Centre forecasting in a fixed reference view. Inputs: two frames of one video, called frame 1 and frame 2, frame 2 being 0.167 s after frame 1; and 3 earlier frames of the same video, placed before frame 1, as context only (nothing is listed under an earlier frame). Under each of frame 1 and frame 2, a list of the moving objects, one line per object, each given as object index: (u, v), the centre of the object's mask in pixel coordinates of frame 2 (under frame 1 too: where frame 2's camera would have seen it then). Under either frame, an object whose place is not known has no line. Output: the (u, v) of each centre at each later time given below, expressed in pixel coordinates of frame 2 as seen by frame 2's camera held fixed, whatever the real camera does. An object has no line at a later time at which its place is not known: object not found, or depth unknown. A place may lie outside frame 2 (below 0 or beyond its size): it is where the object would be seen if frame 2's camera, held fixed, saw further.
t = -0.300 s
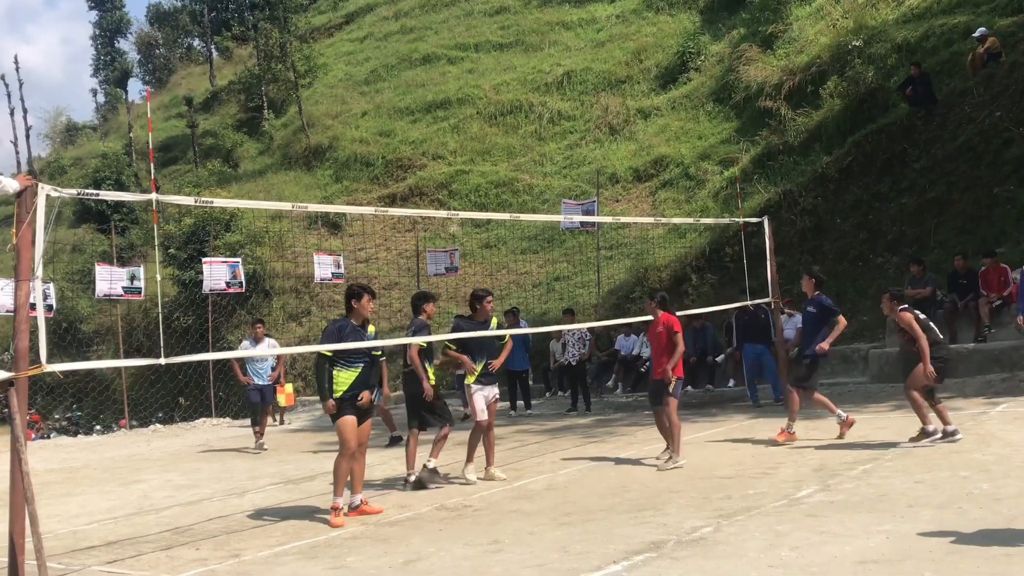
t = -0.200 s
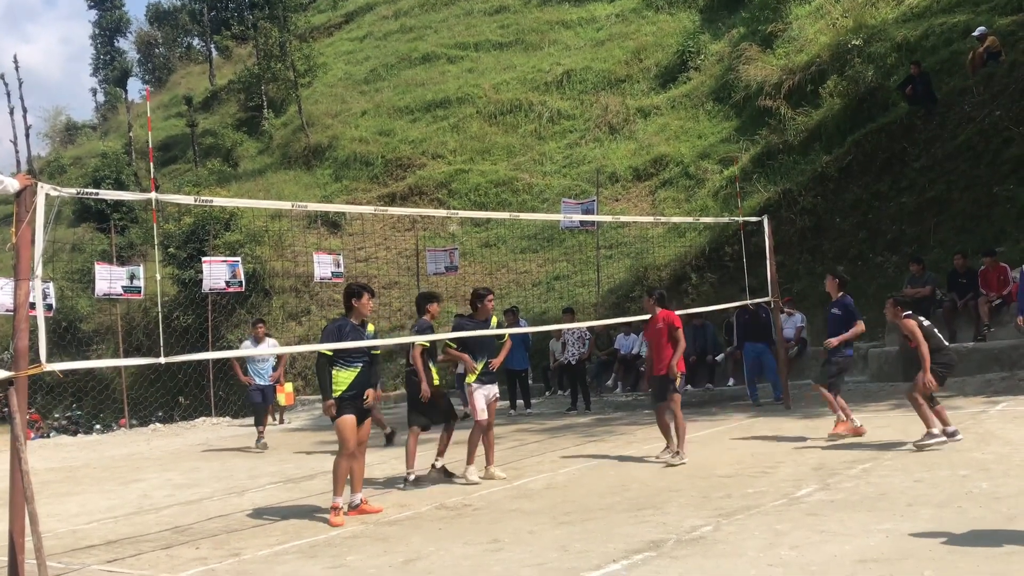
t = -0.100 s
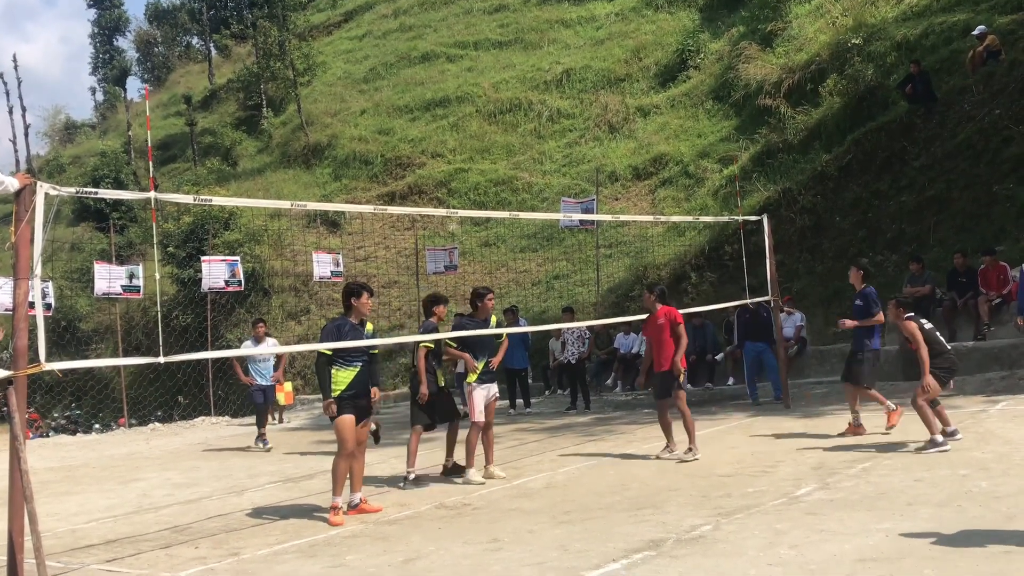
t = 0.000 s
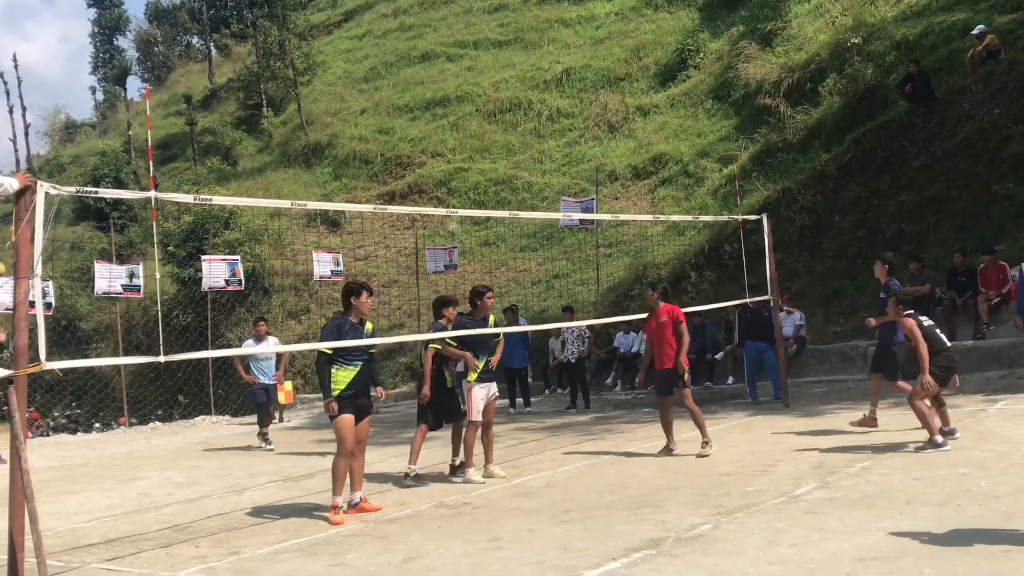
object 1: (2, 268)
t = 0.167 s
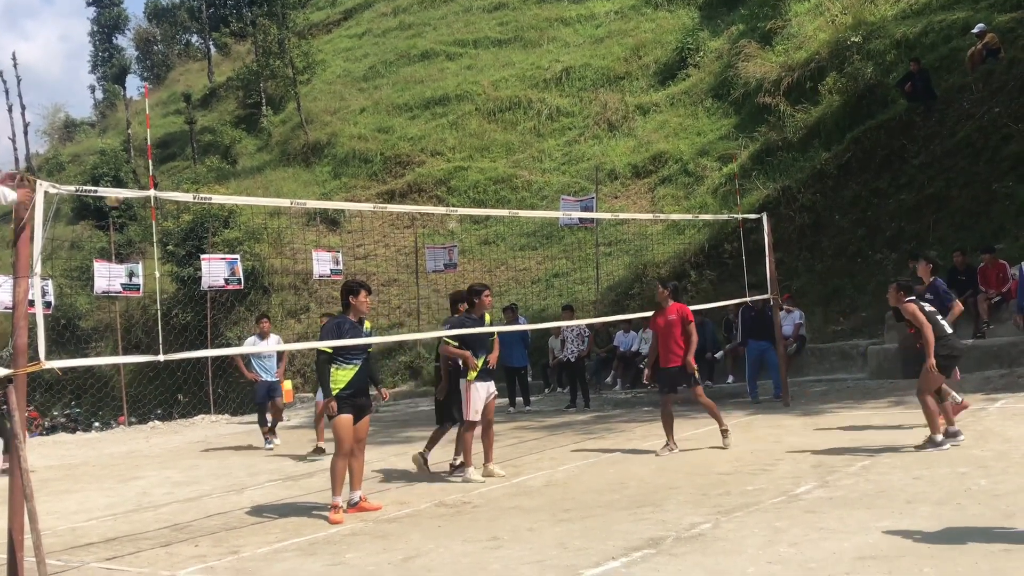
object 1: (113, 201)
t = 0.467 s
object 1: (365, 115)
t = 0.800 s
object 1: (716, 121)
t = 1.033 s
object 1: (1022, 211)
